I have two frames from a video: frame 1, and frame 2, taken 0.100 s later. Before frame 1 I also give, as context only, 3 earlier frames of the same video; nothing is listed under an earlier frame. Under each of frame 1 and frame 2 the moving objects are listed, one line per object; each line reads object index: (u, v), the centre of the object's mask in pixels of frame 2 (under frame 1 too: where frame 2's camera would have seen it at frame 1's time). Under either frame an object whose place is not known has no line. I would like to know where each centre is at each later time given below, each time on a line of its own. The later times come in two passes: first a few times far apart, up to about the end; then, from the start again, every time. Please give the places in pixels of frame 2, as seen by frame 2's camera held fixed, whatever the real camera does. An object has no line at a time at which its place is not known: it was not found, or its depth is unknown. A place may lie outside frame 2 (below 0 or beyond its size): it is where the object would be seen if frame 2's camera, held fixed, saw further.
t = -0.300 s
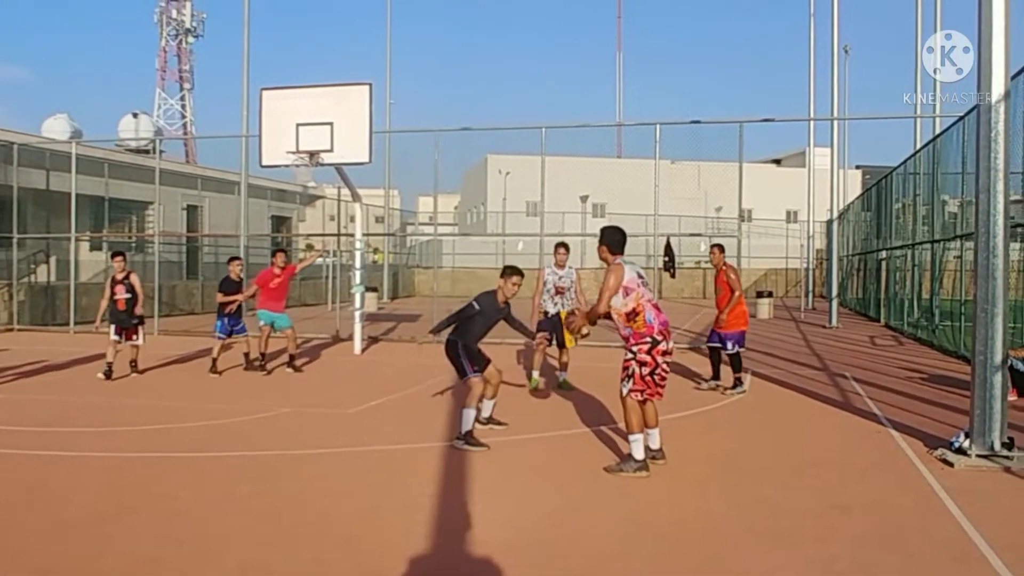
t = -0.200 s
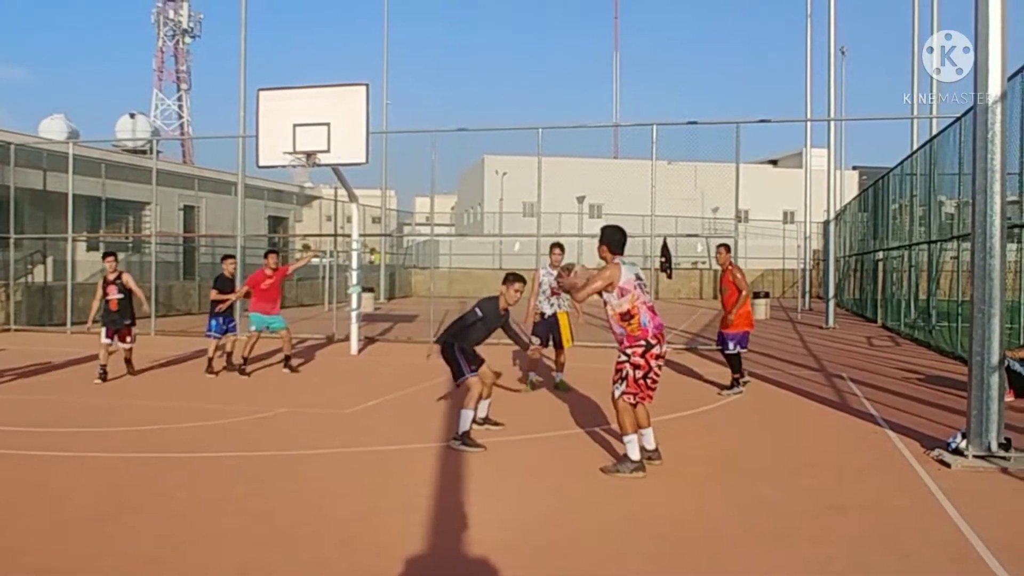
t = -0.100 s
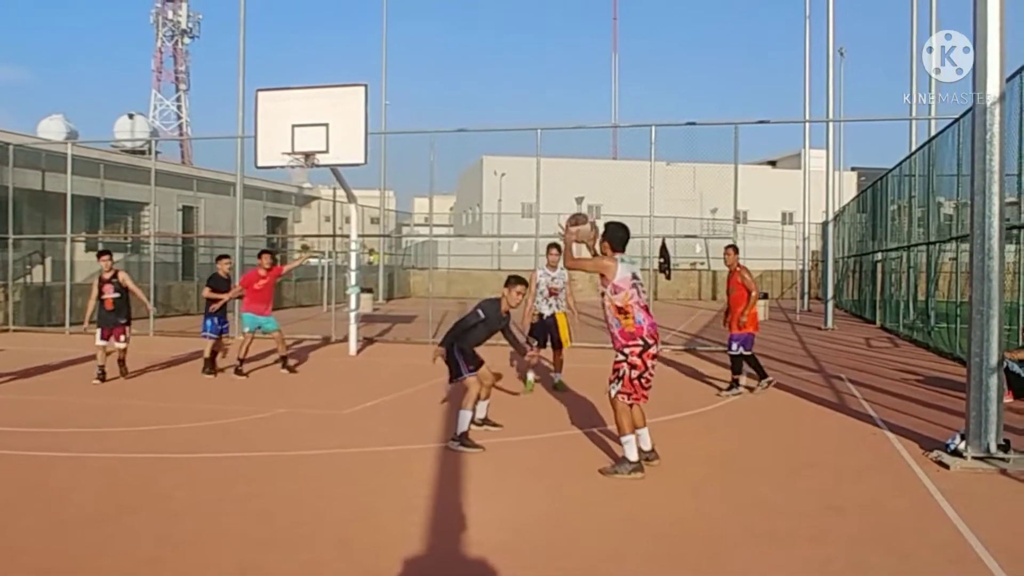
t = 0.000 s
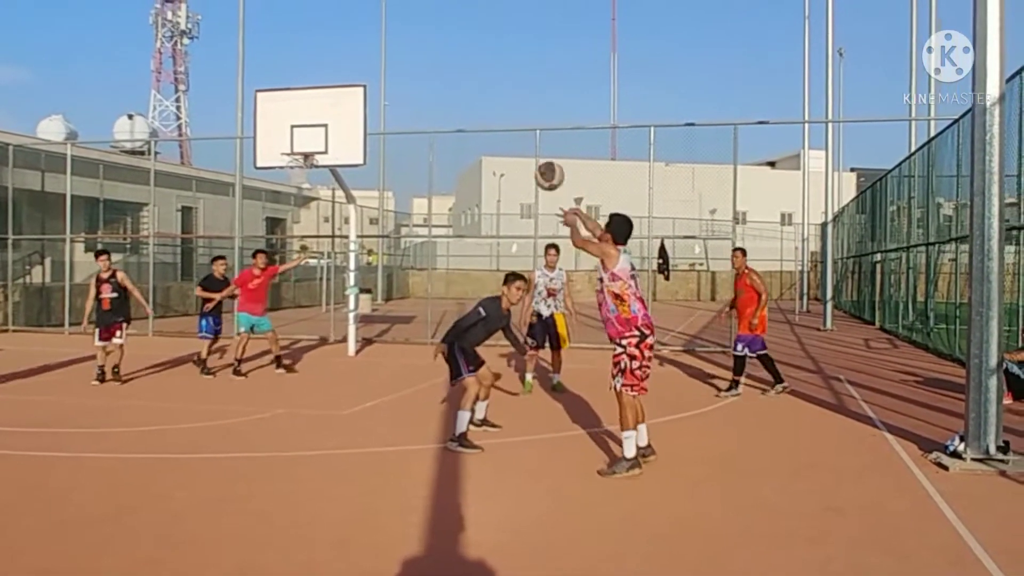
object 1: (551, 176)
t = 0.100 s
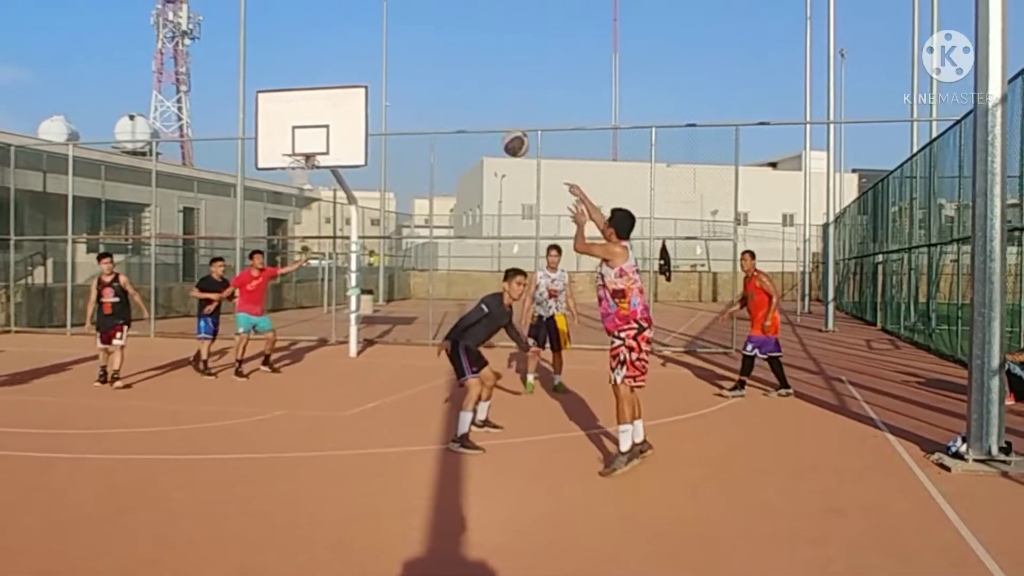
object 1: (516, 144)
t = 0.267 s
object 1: (470, 119)
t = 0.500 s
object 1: (424, 133)
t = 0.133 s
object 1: (505, 136)
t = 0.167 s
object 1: (496, 129)
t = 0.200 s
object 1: (487, 125)
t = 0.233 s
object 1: (478, 122)
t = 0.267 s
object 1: (470, 119)
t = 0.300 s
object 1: (462, 118)
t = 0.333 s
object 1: (455, 118)
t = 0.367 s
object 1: (449, 119)
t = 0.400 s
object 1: (442, 122)
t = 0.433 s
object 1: (436, 124)
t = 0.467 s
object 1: (430, 128)
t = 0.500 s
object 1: (424, 133)
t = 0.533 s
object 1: (419, 139)
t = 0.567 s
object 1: (414, 144)
